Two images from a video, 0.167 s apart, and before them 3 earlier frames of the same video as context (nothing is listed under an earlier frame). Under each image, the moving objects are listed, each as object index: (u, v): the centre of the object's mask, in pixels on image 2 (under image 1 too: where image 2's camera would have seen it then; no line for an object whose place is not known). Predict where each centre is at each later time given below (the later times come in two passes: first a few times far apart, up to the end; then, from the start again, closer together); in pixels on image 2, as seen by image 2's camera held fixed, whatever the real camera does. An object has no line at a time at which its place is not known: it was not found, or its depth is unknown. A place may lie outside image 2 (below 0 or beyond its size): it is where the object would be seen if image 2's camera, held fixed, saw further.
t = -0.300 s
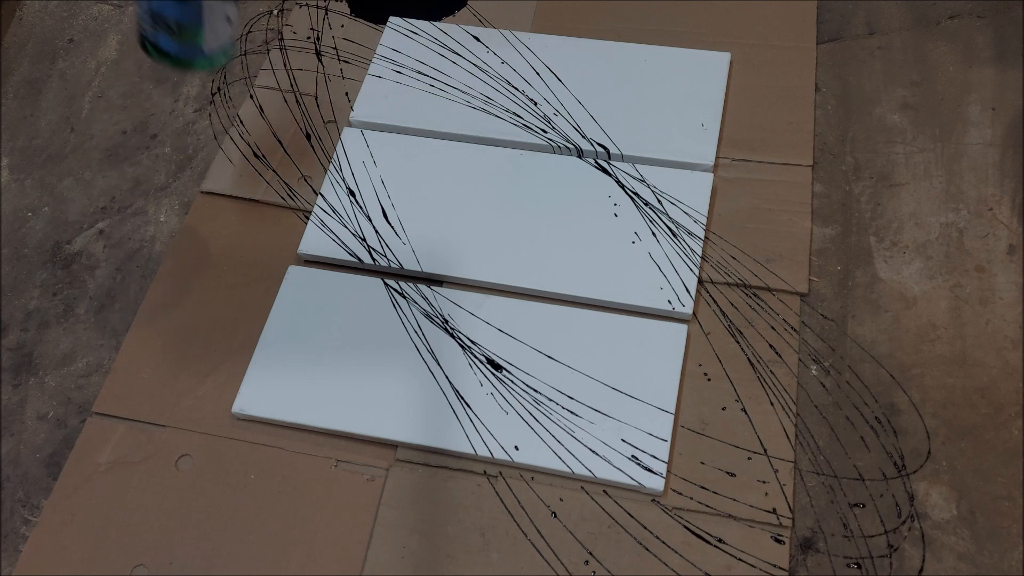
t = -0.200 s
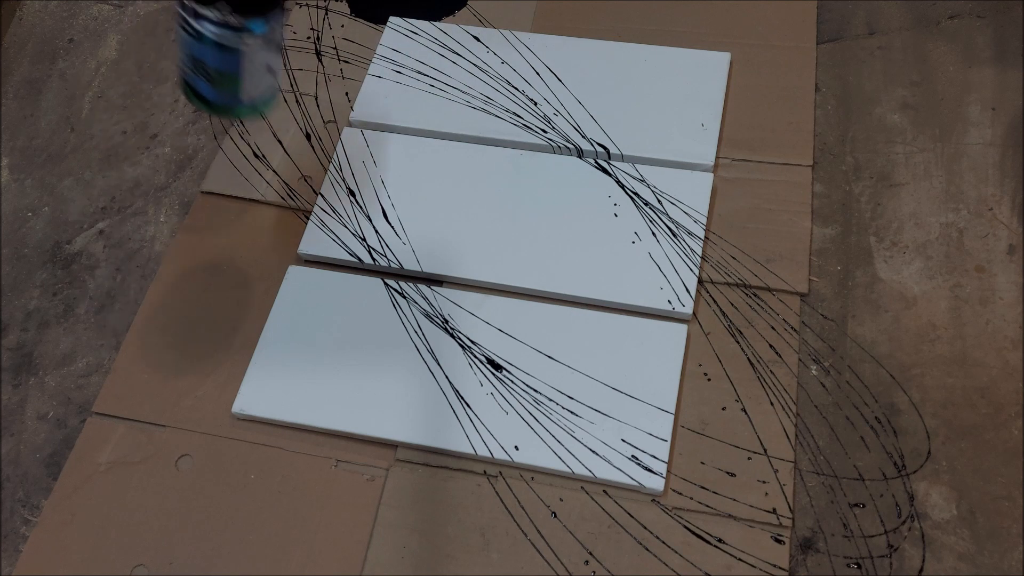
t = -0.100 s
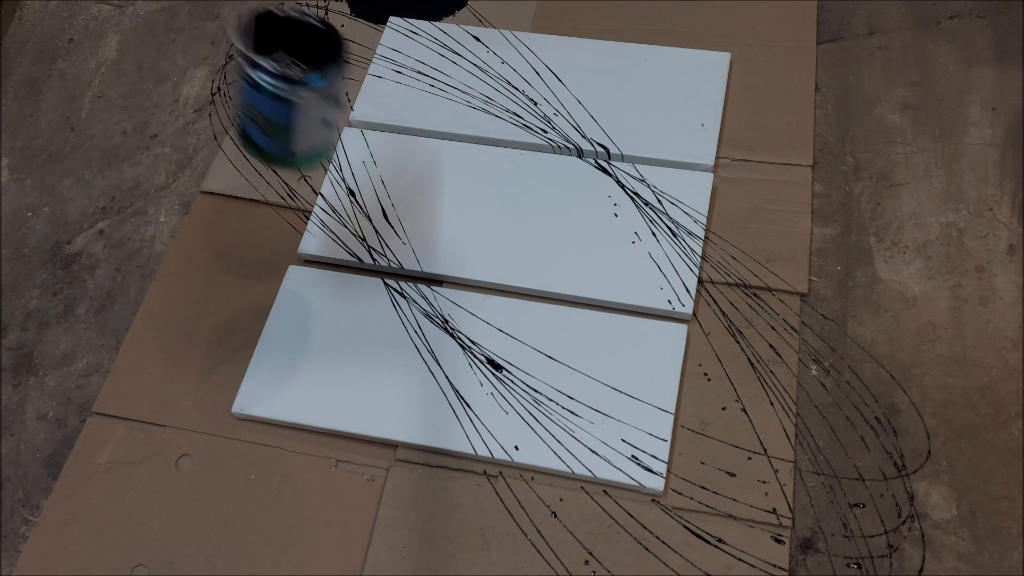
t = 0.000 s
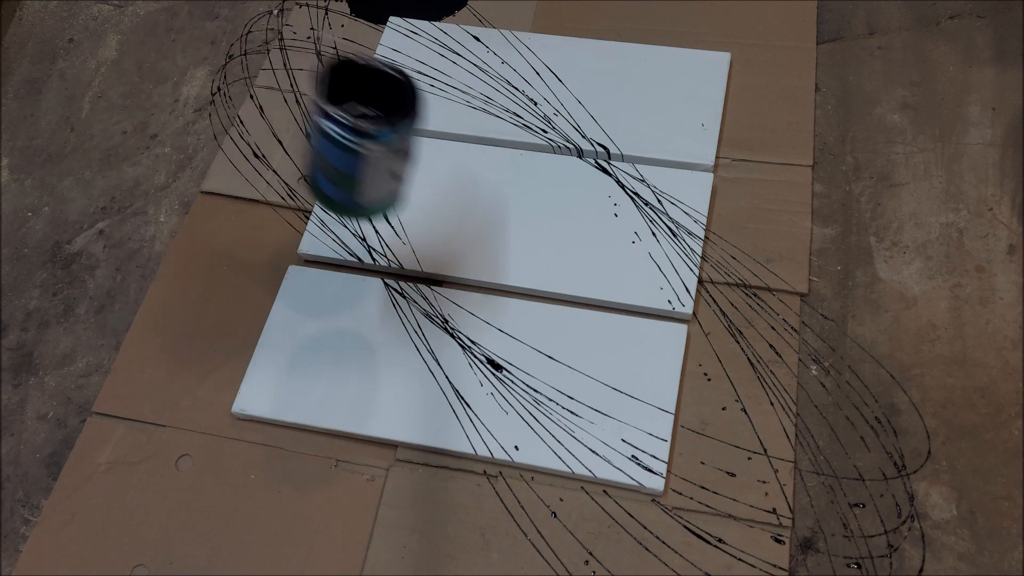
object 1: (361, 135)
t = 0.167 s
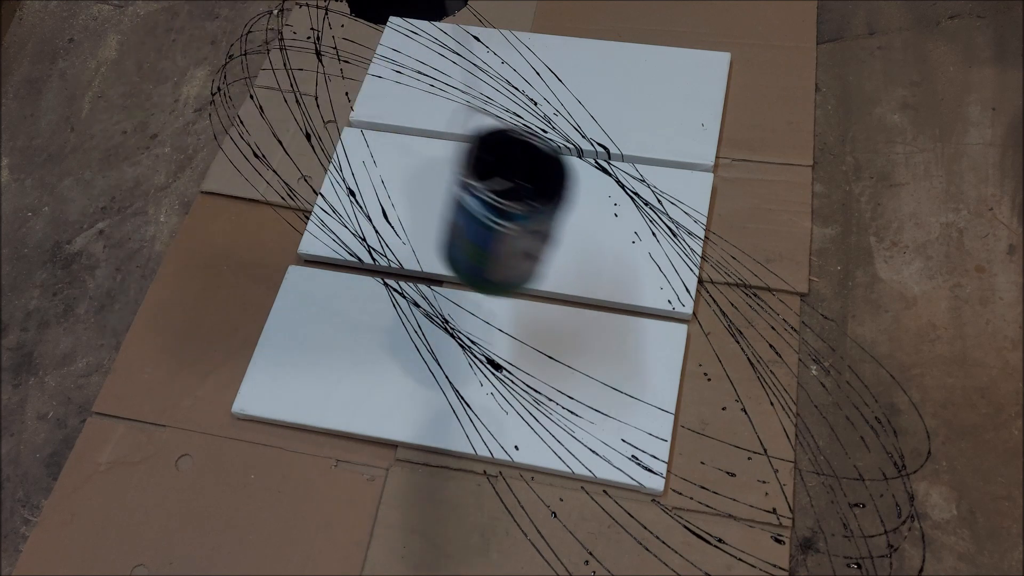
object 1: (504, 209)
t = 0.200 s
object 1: (535, 222)
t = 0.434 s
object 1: (760, 281)
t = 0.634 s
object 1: (921, 279)
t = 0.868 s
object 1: (956, 234)
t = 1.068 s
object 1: (898, 158)
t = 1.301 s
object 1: (732, 72)
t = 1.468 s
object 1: (596, 38)
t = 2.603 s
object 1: (194, 37)
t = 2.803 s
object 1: (293, 96)
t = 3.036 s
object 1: (482, 196)
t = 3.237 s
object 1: (671, 237)
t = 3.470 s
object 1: (871, 249)
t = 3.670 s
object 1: (953, 216)
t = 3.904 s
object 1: (930, 137)
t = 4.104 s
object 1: (809, 71)
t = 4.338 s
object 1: (622, 22)
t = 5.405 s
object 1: (173, 24)
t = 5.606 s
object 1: (237, 68)
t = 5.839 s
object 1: (406, 165)
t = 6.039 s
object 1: (588, 228)
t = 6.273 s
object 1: (802, 258)
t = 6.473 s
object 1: (926, 238)
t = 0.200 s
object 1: (535, 222)
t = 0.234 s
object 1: (567, 233)
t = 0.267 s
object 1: (598, 244)
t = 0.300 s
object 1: (630, 253)
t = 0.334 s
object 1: (665, 261)
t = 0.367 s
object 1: (697, 269)
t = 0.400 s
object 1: (729, 275)
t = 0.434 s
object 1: (760, 281)
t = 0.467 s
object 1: (790, 285)
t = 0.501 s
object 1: (818, 287)
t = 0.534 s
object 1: (846, 289)
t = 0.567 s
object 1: (871, 288)
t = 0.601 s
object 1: (894, 287)
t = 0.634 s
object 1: (921, 279)
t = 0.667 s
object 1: (938, 275)
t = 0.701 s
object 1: (940, 275)
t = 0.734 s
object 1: (947, 270)
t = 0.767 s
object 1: (952, 263)
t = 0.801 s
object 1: (955, 255)
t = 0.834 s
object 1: (956, 245)
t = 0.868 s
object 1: (956, 234)
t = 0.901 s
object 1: (953, 223)
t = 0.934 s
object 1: (949, 210)
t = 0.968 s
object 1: (942, 197)
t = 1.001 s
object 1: (932, 184)
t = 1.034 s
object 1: (916, 171)
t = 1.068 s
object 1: (898, 158)
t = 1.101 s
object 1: (878, 146)
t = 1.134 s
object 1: (857, 133)
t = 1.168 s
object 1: (833, 121)
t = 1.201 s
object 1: (809, 109)
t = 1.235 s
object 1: (783, 96)
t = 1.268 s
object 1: (757, 85)
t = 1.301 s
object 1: (732, 72)
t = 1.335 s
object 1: (705, 63)
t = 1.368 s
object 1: (676, 55)
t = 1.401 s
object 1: (649, 49)
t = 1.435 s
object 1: (622, 43)
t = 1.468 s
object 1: (596, 38)
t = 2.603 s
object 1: (194, 37)
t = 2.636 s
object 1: (205, 44)
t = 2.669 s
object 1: (217, 51)
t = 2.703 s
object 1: (232, 59)
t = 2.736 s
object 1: (250, 68)
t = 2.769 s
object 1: (271, 82)
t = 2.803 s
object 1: (293, 96)
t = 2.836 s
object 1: (316, 111)
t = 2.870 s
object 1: (341, 128)
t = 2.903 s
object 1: (367, 142)
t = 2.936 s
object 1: (395, 157)
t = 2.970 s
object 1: (423, 171)
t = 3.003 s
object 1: (453, 184)
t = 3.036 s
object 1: (482, 196)
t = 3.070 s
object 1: (513, 206)
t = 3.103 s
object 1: (544, 217)
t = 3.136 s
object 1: (575, 227)
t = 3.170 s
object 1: (607, 235)
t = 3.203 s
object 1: (637, 234)
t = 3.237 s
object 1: (671, 237)
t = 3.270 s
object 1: (703, 240)
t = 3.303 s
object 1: (734, 244)
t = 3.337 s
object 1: (763, 247)
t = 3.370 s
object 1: (792, 249)
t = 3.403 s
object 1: (820, 250)
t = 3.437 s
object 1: (846, 253)
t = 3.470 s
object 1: (871, 249)
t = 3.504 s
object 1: (892, 247)
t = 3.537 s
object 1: (912, 243)
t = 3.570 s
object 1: (929, 237)
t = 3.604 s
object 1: (941, 232)
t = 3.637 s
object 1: (948, 224)
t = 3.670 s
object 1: (953, 216)
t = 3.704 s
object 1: (955, 208)
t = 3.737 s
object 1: (957, 196)
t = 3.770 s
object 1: (956, 186)
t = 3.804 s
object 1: (955, 175)
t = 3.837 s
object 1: (950, 165)
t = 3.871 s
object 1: (943, 152)
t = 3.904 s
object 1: (930, 137)
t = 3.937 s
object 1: (915, 126)
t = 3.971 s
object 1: (898, 115)
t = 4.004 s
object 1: (878, 105)
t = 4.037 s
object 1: (856, 94)
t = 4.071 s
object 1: (833, 83)
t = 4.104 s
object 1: (809, 71)
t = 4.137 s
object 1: (786, 59)
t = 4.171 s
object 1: (760, 50)
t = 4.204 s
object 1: (734, 43)
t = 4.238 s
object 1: (707, 37)
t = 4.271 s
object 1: (679, 31)
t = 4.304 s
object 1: (651, 26)
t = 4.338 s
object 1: (622, 22)
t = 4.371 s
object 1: (593, 17)
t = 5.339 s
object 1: (164, 14)
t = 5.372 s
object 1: (169, 19)
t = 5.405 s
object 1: (173, 24)
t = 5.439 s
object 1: (179, 29)
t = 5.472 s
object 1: (185, 35)
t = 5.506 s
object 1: (194, 43)
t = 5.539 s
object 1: (205, 50)
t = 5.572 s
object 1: (220, 59)
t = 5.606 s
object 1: (237, 68)
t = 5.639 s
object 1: (256, 80)
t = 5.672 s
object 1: (277, 95)
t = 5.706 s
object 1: (300, 109)
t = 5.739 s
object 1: (325, 124)
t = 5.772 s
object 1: (351, 138)
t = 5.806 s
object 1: (378, 152)
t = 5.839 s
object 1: (406, 165)
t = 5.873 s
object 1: (435, 178)
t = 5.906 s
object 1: (464, 190)
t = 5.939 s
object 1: (495, 201)
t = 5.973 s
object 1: (525, 210)
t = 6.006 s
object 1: (556, 220)
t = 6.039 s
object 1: (588, 228)
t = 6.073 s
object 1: (619, 236)
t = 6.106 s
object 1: (652, 243)
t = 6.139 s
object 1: (685, 248)
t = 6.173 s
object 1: (716, 252)
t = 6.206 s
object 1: (746, 255)
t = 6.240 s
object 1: (775, 256)
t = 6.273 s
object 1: (802, 258)
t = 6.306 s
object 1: (828, 257)
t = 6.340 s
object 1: (852, 256)
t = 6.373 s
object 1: (874, 254)
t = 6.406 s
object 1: (894, 249)
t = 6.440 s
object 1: (911, 245)
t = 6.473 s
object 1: (926, 238)
